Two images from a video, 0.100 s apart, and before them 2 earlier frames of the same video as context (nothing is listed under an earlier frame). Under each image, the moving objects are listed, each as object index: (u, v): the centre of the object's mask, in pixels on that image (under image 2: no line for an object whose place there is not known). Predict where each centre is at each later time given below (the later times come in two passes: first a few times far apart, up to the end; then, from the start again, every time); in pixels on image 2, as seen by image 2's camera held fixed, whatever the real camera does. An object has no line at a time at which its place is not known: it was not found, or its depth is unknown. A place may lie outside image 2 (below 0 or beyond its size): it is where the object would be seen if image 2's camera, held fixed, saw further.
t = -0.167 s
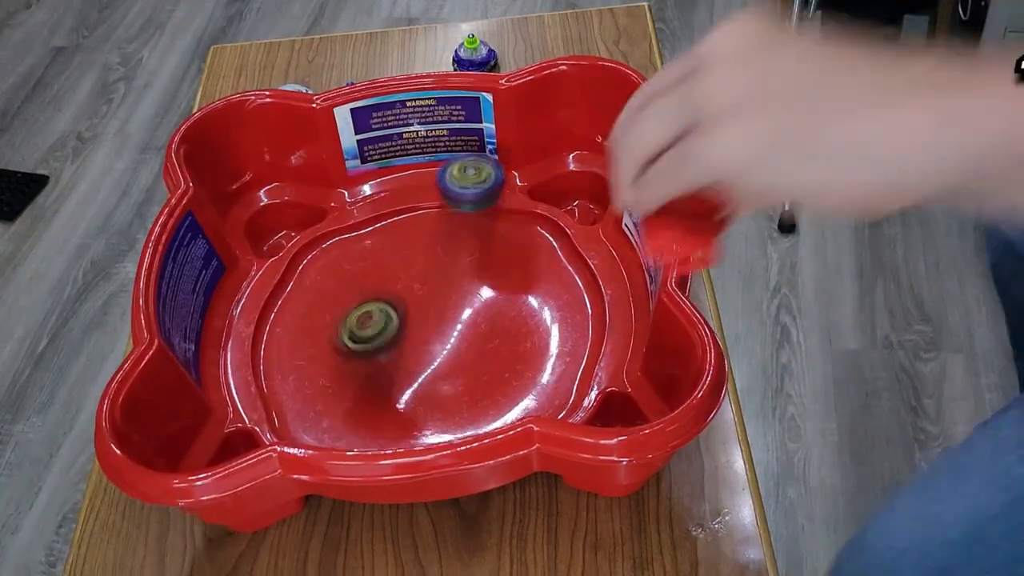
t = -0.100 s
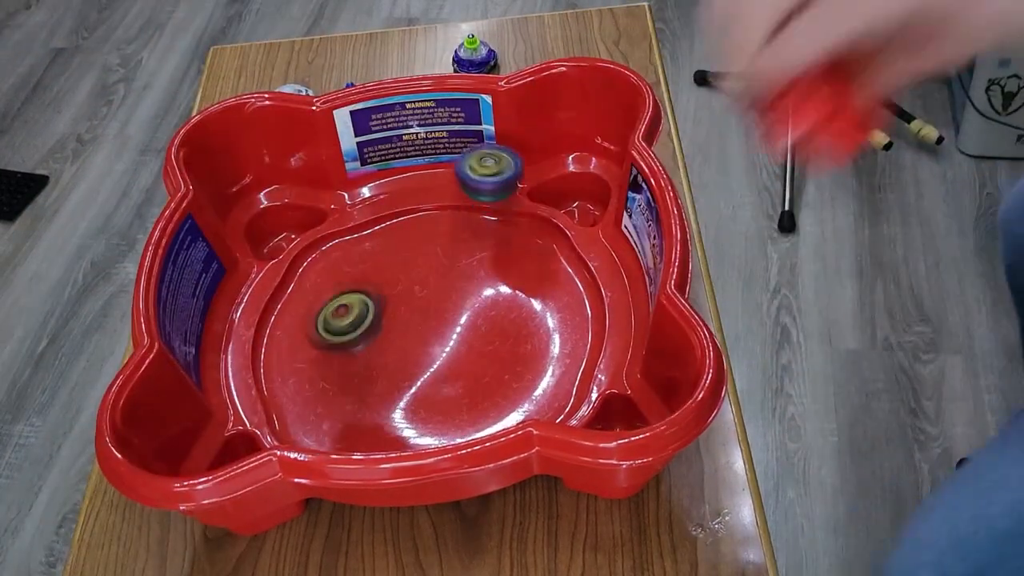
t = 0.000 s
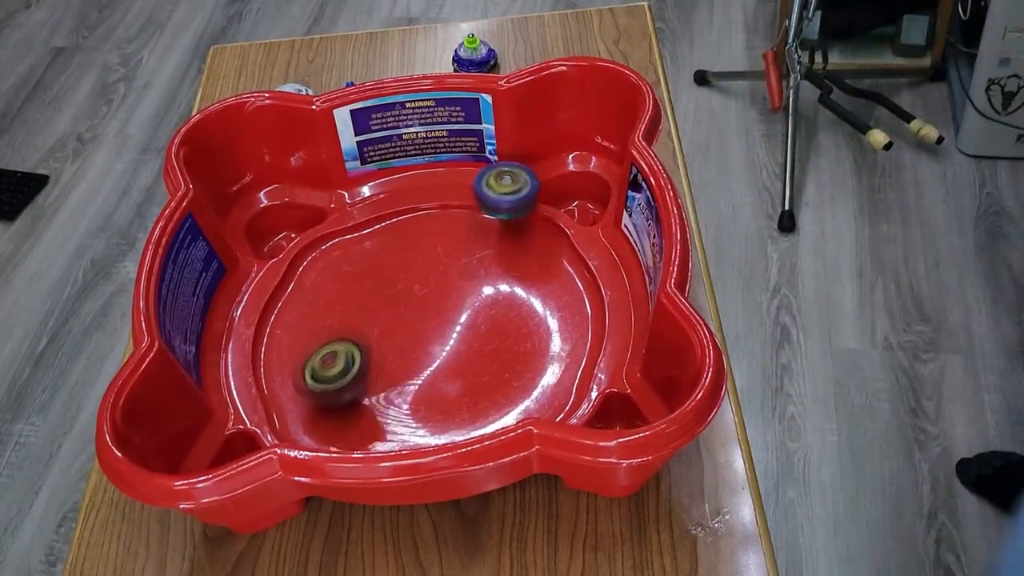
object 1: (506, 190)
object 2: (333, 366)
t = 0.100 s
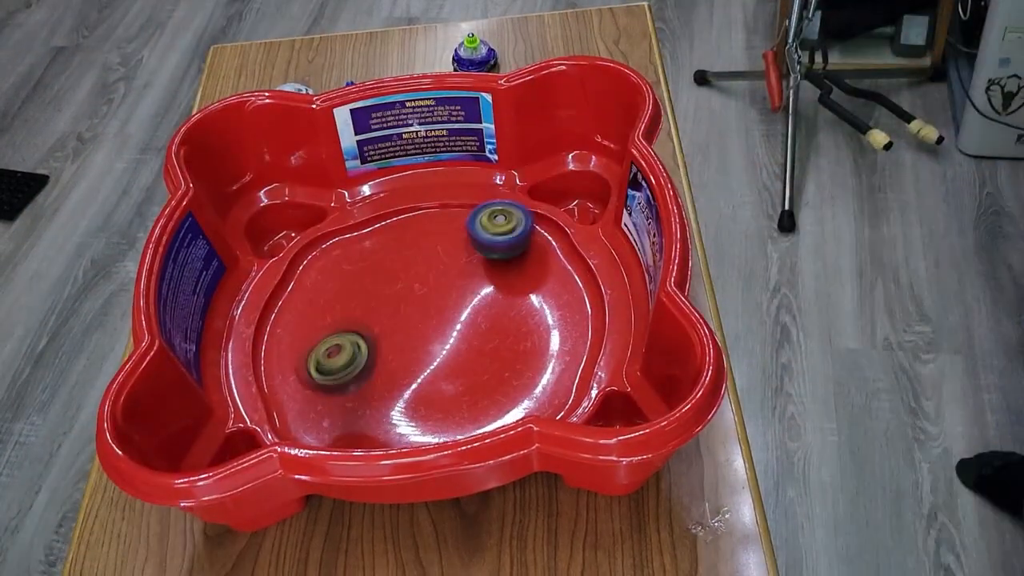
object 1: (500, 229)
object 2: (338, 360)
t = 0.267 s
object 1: (448, 293)
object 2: (391, 379)
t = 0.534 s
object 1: (385, 370)
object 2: (477, 401)
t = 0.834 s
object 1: (454, 318)
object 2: (488, 396)
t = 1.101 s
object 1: (398, 313)
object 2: (468, 332)
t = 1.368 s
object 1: (339, 282)
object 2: (496, 342)
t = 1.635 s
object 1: (342, 294)
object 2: (499, 329)
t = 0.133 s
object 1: (493, 237)
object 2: (346, 376)
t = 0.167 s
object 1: (485, 252)
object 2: (356, 388)
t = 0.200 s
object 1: (473, 260)
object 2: (364, 375)
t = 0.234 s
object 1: (461, 277)
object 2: (375, 372)
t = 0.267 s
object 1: (448, 293)
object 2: (391, 379)
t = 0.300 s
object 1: (434, 307)
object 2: (408, 397)
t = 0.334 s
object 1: (420, 326)
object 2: (419, 392)
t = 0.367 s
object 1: (405, 337)
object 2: (428, 385)
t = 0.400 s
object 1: (393, 349)
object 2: (437, 387)
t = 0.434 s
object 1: (388, 358)
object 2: (452, 400)
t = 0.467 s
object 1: (384, 364)
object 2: (464, 405)
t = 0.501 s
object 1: (383, 370)
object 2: (469, 398)
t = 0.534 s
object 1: (385, 370)
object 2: (477, 401)
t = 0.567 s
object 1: (390, 373)
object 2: (482, 410)
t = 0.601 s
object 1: (397, 372)
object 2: (484, 406)
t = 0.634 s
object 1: (407, 369)
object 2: (484, 405)
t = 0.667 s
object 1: (417, 363)
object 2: (483, 409)
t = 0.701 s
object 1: (429, 356)
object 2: (486, 403)
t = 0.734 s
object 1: (439, 347)
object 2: (486, 399)
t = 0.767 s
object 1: (445, 337)
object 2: (488, 399)
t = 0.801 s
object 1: (451, 327)
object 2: (488, 396)
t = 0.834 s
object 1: (454, 318)
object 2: (488, 396)
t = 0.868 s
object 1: (455, 311)
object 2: (488, 388)
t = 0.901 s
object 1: (452, 305)
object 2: (490, 383)
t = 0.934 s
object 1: (447, 301)
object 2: (491, 375)
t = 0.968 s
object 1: (440, 300)
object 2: (489, 368)
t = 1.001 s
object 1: (430, 300)
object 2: (487, 363)
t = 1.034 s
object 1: (419, 303)
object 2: (480, 354)
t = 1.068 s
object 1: (408, 308)
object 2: (474, 345)
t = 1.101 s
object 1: (398, 313)
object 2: (468, 332)
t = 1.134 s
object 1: (382, 303)
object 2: (470, 329)
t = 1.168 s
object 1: (368, 295)
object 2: (478, 337)
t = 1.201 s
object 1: (357, 290)
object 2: (482, 345)
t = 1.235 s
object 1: (348, 286)
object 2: (486, 345)
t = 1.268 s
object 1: (342, 283)
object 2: (490, 348)
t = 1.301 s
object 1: (339, 282)
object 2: (493, 348)
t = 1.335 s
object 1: (338, 281)
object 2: (495, 343)
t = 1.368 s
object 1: (339, 282)
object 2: (496, 342)
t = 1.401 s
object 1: (340, 284)
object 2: (495, 340)
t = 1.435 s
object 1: (343, 287)
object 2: (494, 336)
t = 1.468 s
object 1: (348, 292)
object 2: (493, 332)
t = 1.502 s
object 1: (353, 297)
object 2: (488, 329)
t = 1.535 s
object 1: (360, 304)
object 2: (479, 326)
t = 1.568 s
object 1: (369, 312)
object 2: (470, 326)
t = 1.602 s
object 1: (378, 321)
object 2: (460, 325)
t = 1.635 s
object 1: (342, 294)
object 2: (499, 329)
